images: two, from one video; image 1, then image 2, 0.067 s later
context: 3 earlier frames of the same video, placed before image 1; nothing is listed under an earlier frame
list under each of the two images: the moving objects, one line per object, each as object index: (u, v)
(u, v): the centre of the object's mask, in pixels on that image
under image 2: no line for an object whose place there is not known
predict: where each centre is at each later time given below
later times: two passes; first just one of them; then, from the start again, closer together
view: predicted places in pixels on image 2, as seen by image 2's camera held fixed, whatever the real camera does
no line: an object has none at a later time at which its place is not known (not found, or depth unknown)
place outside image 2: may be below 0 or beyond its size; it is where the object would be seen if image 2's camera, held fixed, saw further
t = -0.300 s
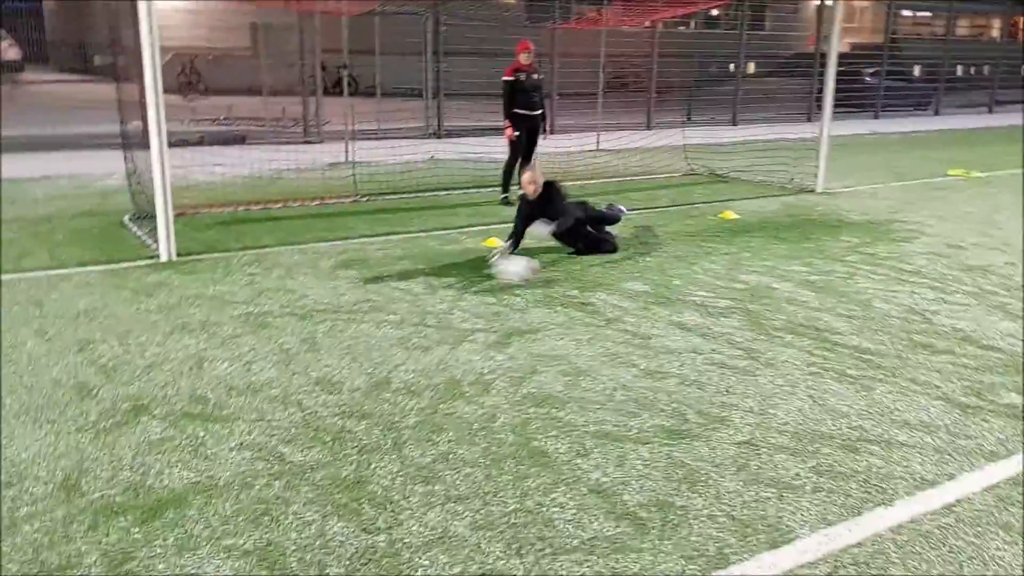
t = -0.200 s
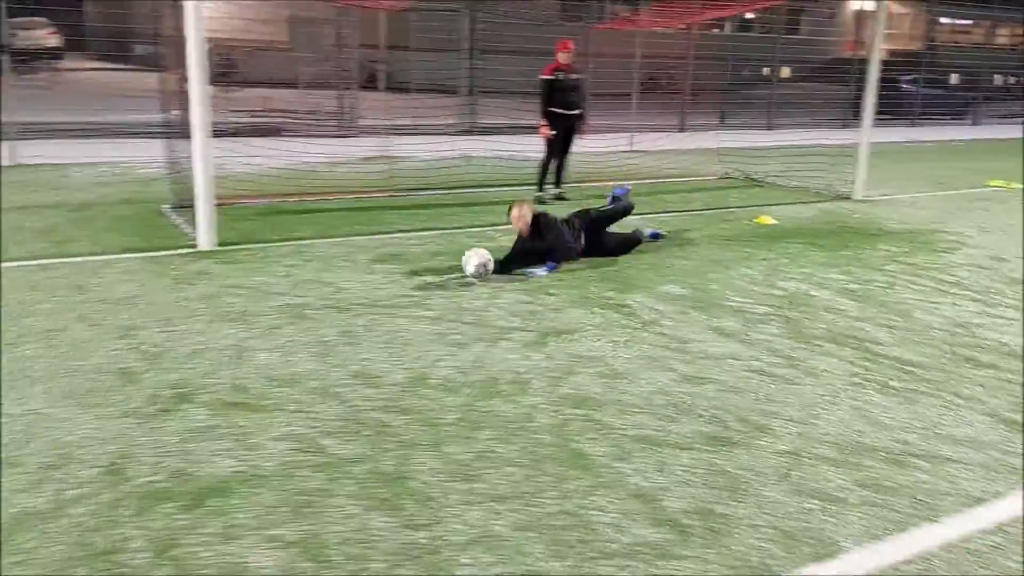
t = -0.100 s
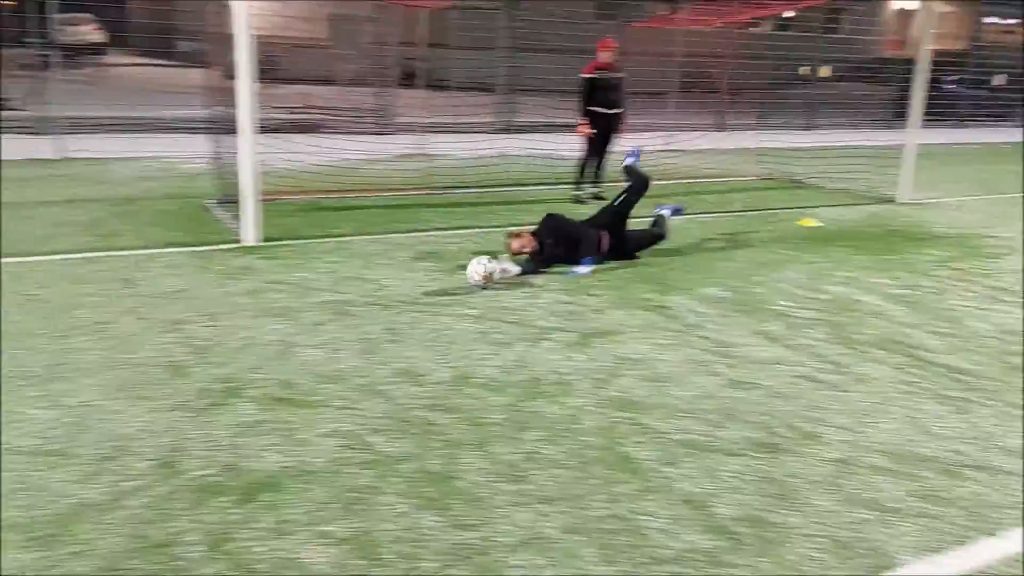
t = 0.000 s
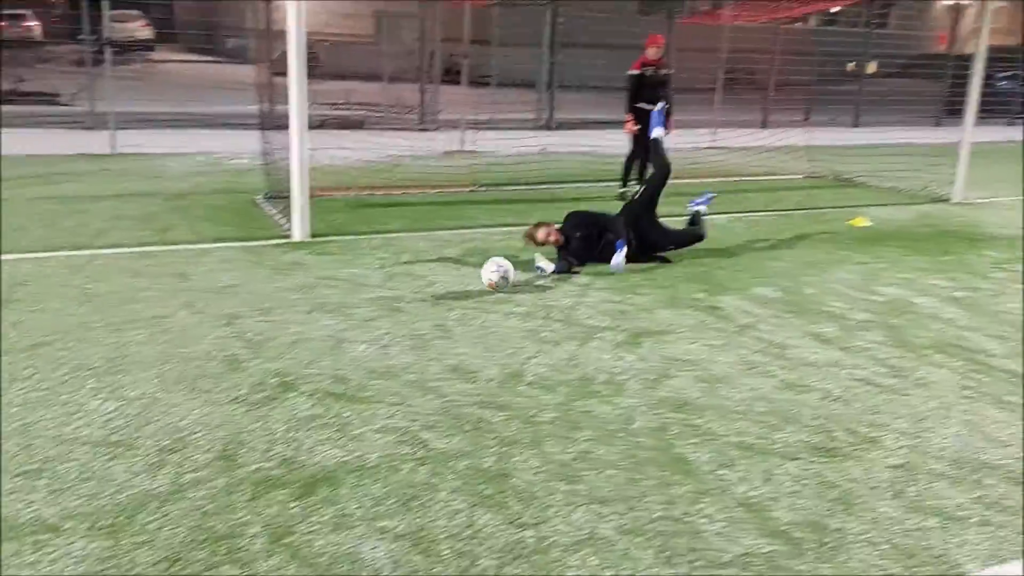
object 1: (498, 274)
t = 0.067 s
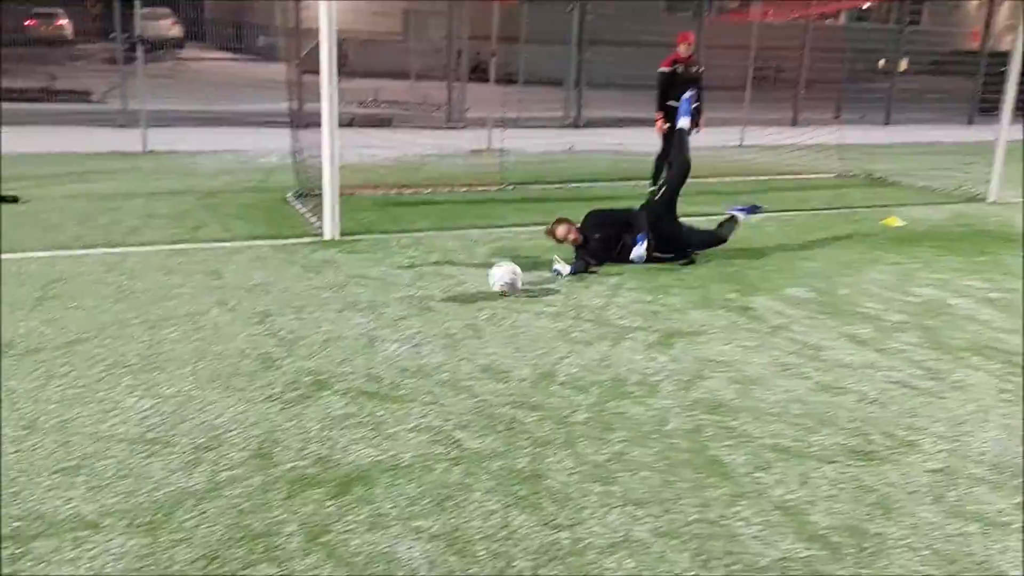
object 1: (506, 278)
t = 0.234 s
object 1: (457, 285)
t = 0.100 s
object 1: (496, 279)
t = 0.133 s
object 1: (485, 281)
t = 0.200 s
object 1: (466, 284)
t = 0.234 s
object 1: (457, 285)
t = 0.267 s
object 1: (446, 286)
